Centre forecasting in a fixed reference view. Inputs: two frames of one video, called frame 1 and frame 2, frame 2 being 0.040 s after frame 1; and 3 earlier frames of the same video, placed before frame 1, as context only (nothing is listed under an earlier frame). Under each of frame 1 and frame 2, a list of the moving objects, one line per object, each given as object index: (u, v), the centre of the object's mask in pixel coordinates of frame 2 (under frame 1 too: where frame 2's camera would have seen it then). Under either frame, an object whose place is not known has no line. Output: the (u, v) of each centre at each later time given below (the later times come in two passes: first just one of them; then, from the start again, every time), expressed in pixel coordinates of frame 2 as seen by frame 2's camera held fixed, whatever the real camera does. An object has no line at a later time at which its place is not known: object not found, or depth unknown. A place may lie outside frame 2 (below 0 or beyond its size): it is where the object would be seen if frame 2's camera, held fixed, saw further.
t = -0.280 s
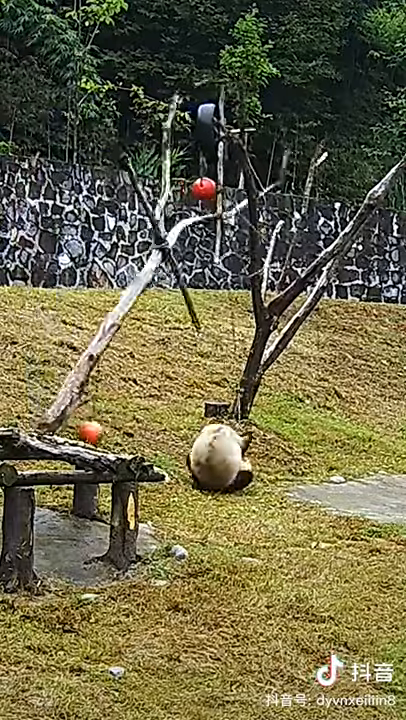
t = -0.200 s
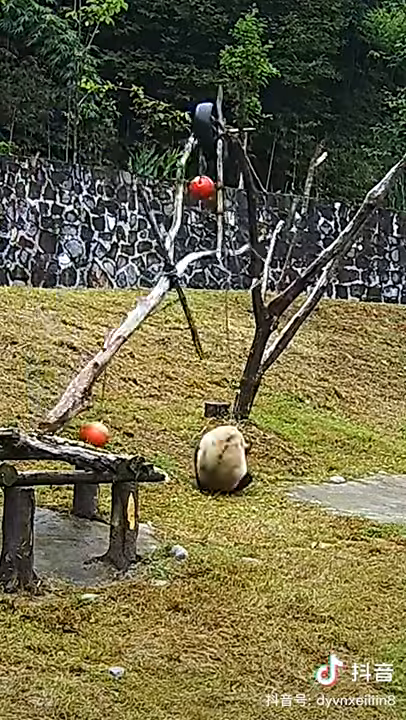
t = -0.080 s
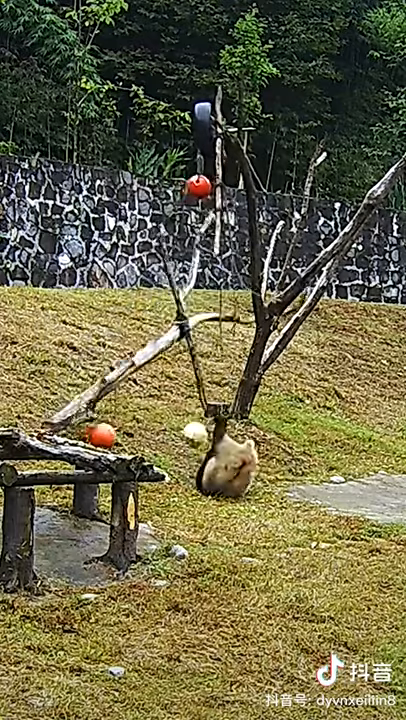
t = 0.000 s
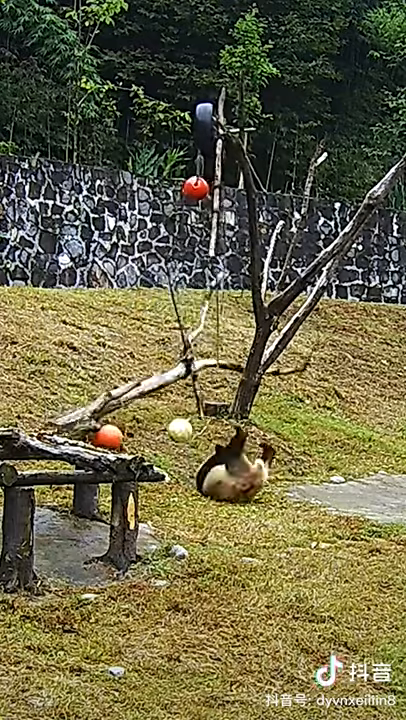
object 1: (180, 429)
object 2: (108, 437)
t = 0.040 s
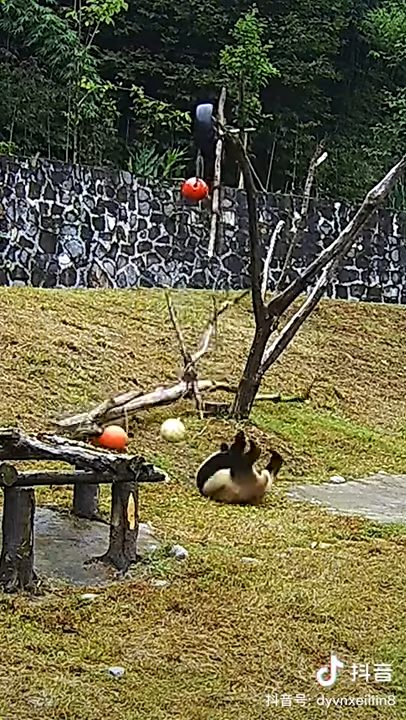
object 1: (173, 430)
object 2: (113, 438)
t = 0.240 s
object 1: (166, 444)
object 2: (122, 436)
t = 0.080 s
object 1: (166, 431)
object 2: (117, 439)
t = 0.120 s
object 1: (158, 433)
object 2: (122, 439)
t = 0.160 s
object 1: (153, 437)
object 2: (125, 439)
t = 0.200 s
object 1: (160, 440)
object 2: (123, 438)
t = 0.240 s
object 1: (166, 444)
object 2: (122, 436)
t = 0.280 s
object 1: (172, 449)
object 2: (119, 437)
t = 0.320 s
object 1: (178, 453)
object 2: (119, 437)
